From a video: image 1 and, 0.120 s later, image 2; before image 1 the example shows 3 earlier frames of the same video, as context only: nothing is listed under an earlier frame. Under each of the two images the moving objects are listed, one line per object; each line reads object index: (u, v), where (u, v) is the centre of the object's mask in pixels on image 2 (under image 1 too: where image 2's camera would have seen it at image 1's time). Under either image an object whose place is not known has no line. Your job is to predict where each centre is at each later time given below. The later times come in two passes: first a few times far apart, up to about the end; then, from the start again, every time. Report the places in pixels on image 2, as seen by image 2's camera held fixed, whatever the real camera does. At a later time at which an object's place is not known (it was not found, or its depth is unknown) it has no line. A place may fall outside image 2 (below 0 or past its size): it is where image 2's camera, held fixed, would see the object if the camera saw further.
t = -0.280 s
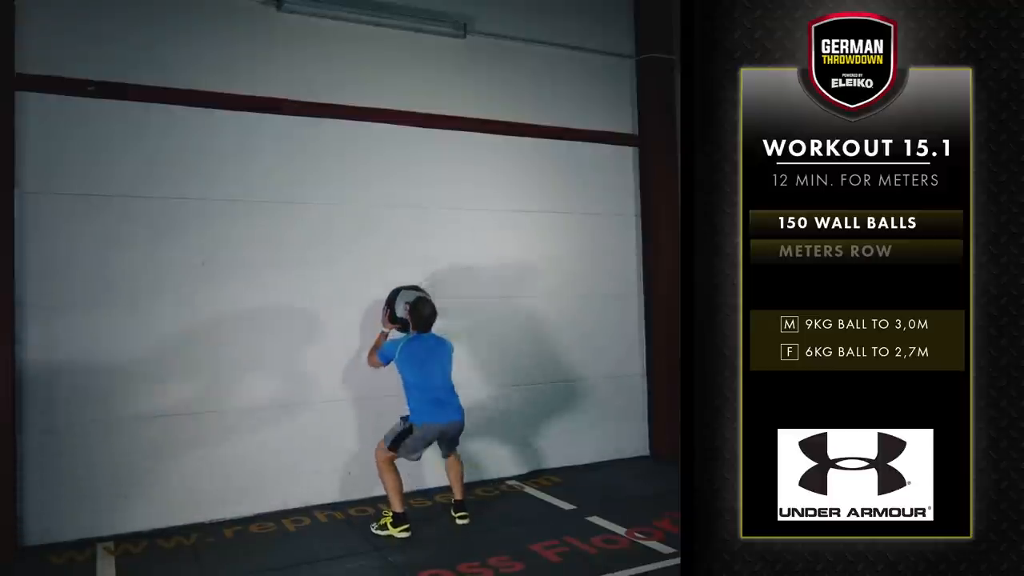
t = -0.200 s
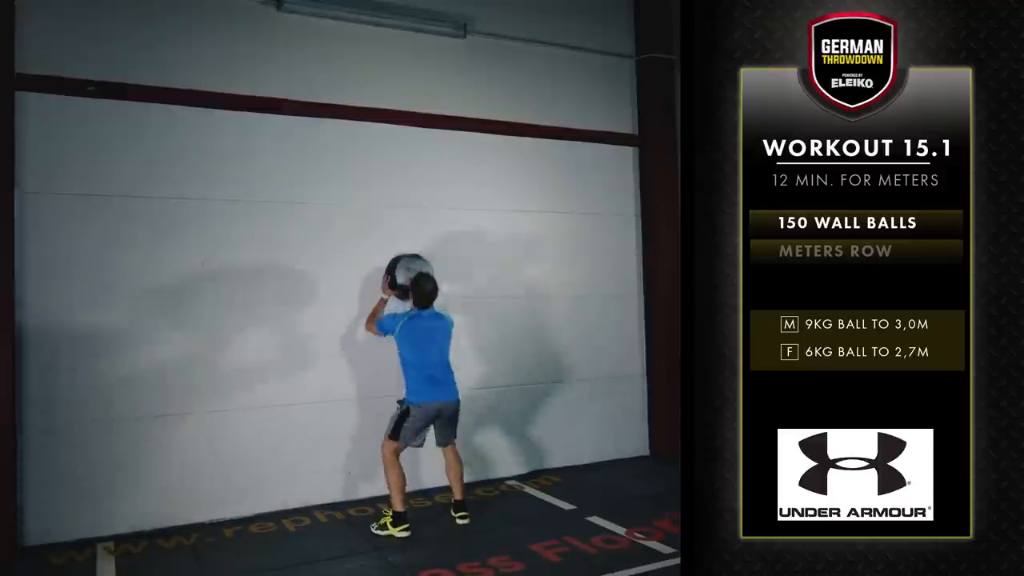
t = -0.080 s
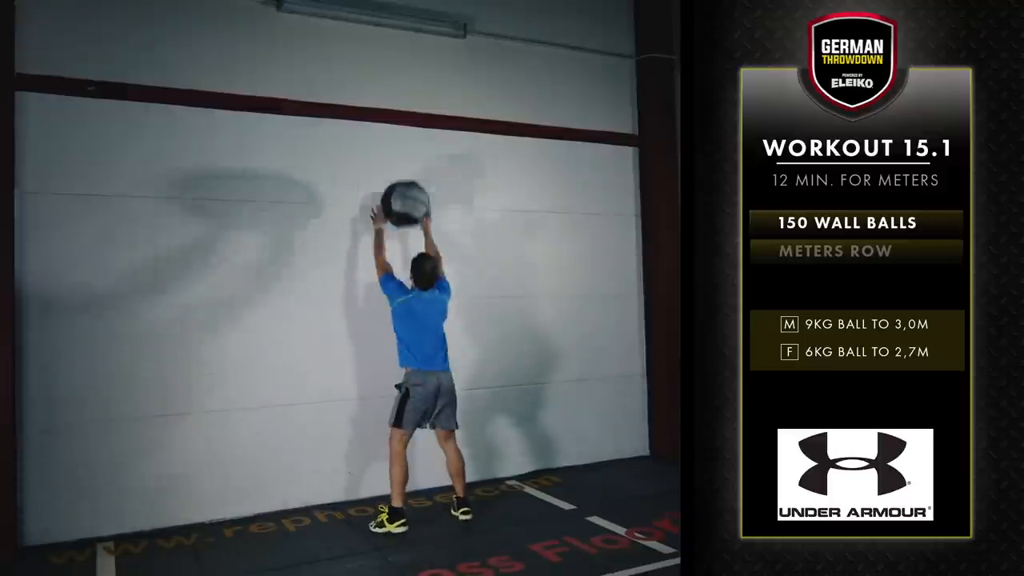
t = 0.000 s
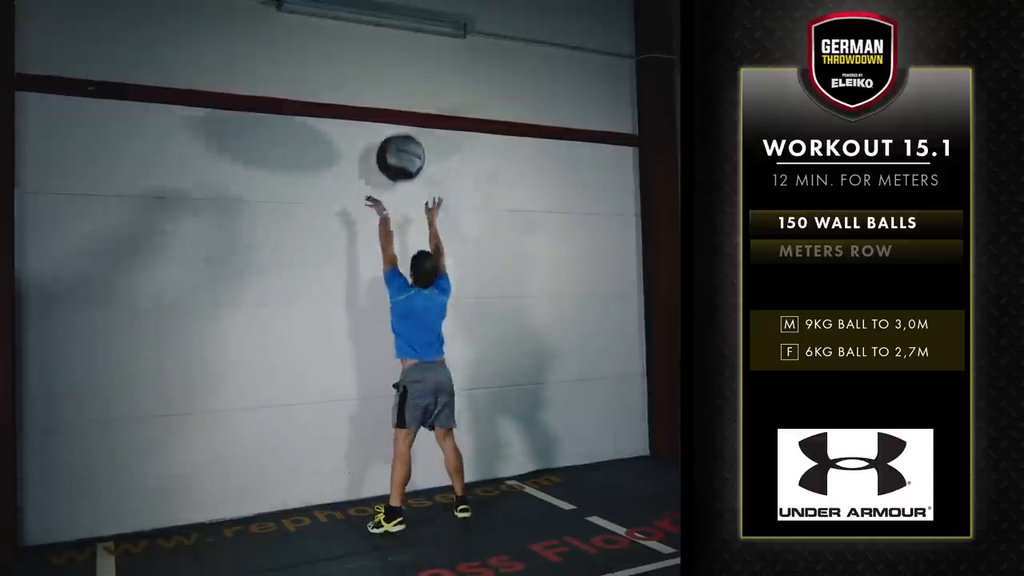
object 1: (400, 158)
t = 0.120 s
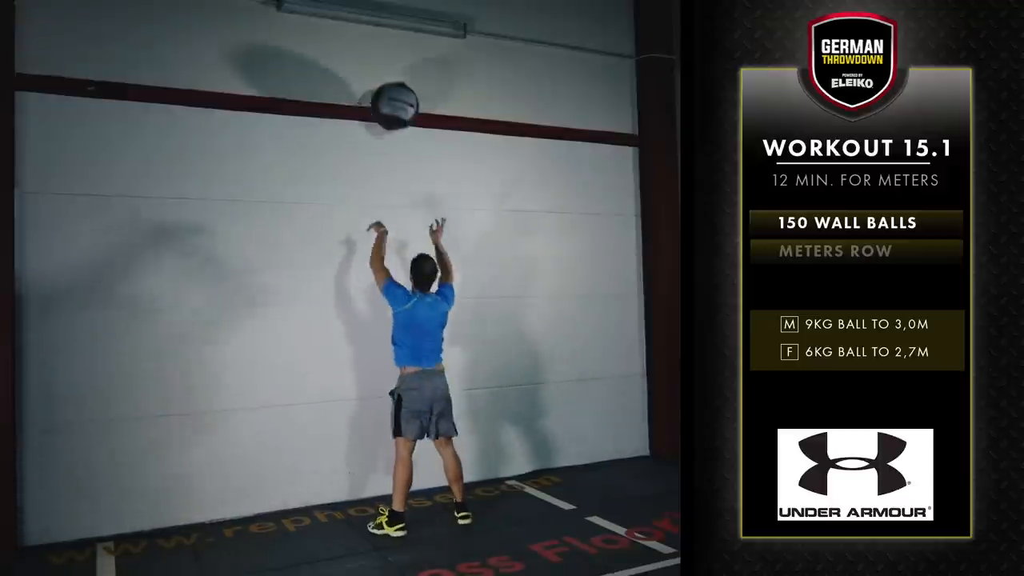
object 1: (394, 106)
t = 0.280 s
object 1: (383, 68)
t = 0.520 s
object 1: (387, 69)
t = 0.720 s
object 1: (400, 124)
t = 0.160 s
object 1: (388, 92)
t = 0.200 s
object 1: (386, 83)
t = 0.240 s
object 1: (385, 75)
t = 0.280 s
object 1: (383, 68)
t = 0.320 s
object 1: (383, 64)
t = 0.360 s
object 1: (383, 62)
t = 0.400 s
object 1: (384, 60)
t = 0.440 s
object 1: (385, 61)
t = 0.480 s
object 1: (386, 64)
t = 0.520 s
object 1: (387, 69)
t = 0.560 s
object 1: (388, 76)
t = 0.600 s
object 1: (389, 85)
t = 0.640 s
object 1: (392, 94)
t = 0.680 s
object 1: (396, 108)
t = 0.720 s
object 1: (400, 124)
